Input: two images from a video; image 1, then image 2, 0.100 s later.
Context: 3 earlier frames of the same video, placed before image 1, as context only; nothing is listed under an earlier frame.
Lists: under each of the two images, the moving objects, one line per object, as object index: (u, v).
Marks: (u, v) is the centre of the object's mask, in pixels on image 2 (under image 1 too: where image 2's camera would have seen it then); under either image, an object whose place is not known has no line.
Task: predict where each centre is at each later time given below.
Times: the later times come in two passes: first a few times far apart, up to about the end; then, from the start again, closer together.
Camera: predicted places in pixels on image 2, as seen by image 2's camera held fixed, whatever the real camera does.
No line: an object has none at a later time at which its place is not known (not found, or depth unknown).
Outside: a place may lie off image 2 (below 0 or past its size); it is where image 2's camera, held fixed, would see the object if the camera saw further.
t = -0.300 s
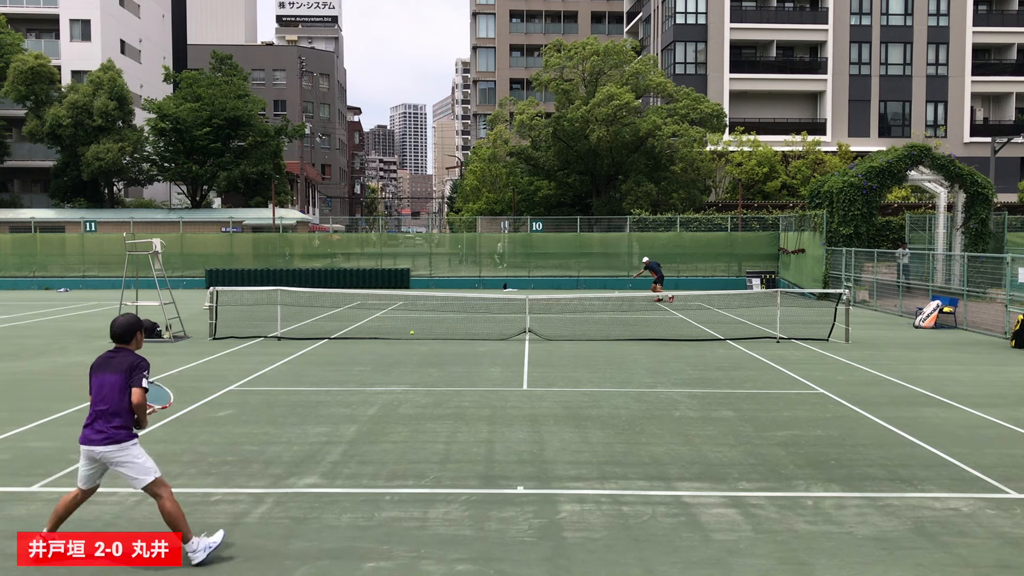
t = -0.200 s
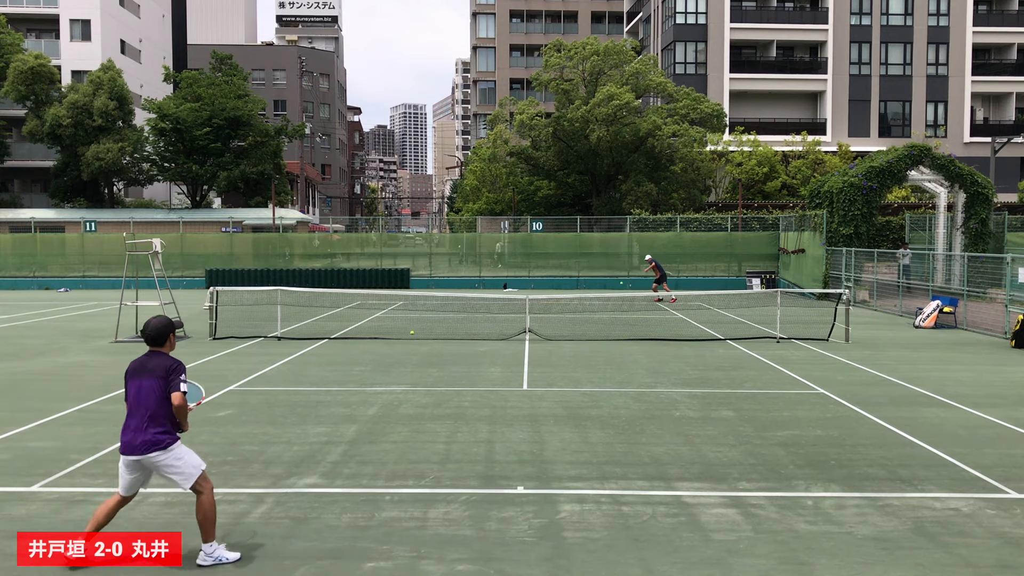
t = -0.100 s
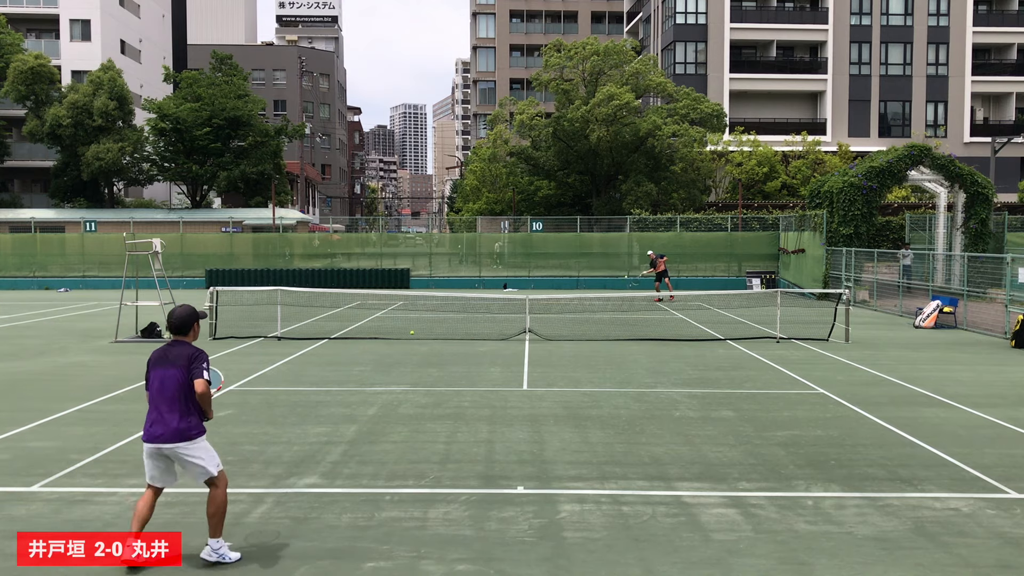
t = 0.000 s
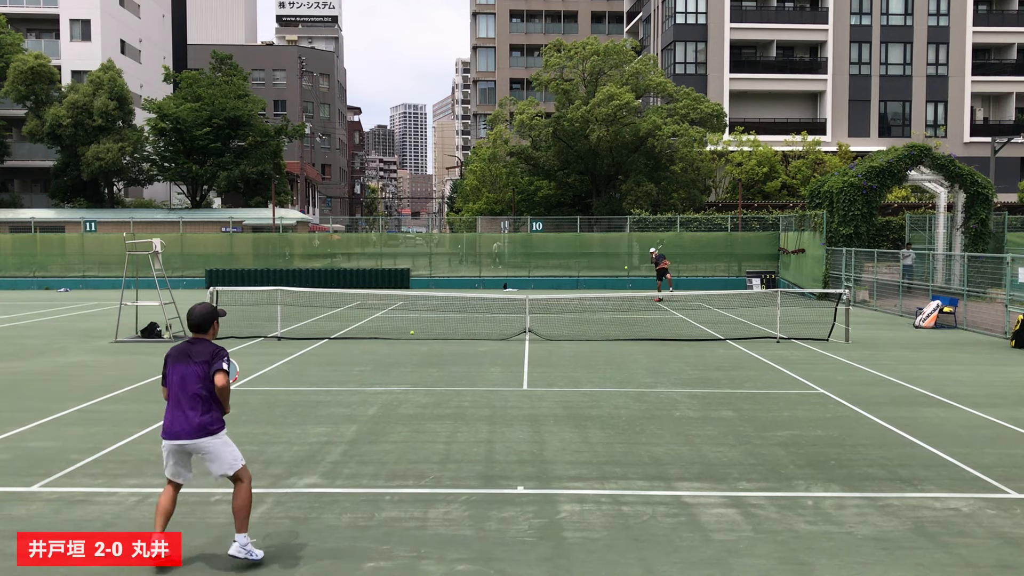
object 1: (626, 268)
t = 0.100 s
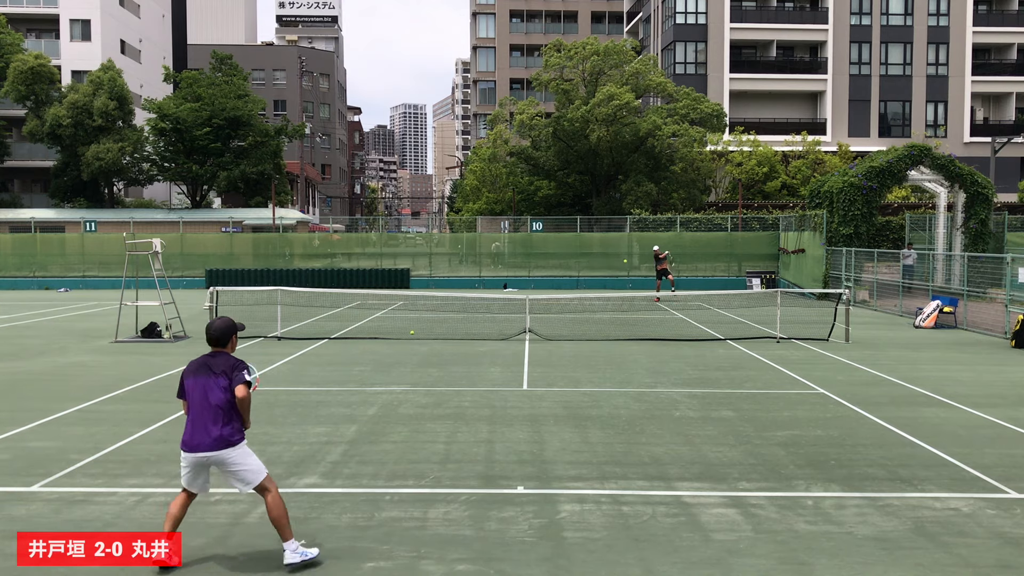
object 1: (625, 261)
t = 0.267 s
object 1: (624, 262)
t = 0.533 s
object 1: (623, 318)
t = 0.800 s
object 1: (623, 408)
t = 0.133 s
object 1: (625, 260)
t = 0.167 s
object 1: (625, 259)
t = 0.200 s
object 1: (624, 260)
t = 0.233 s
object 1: (624, 261)
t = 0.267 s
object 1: (624, 262)
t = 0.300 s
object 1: (624, 265)
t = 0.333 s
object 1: (624, 269)
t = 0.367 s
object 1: (624, 274)
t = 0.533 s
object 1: (623, 318)
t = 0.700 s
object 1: (623, 416)
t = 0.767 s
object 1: (623, 415)
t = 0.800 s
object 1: (623, 408)
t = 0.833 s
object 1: (623, 403)
